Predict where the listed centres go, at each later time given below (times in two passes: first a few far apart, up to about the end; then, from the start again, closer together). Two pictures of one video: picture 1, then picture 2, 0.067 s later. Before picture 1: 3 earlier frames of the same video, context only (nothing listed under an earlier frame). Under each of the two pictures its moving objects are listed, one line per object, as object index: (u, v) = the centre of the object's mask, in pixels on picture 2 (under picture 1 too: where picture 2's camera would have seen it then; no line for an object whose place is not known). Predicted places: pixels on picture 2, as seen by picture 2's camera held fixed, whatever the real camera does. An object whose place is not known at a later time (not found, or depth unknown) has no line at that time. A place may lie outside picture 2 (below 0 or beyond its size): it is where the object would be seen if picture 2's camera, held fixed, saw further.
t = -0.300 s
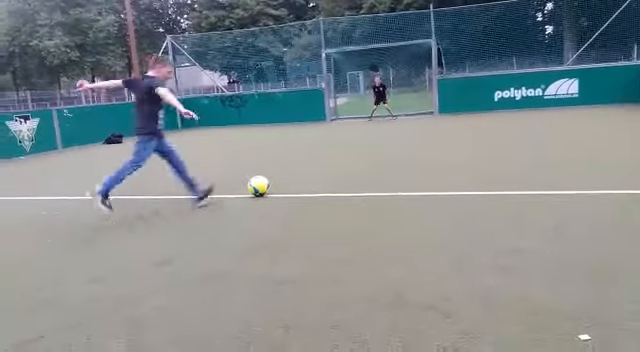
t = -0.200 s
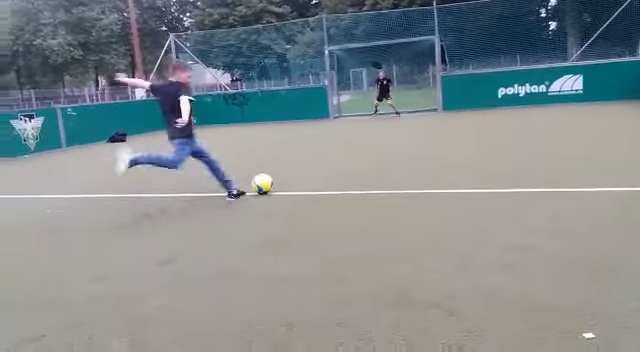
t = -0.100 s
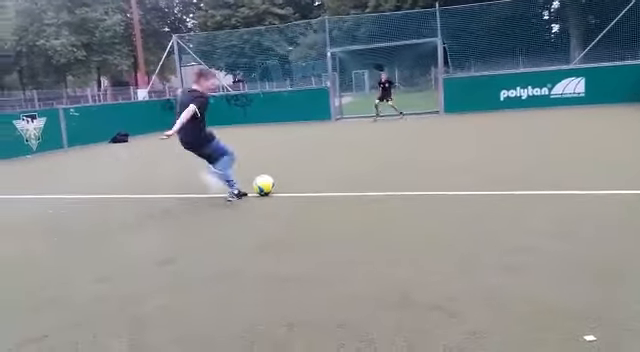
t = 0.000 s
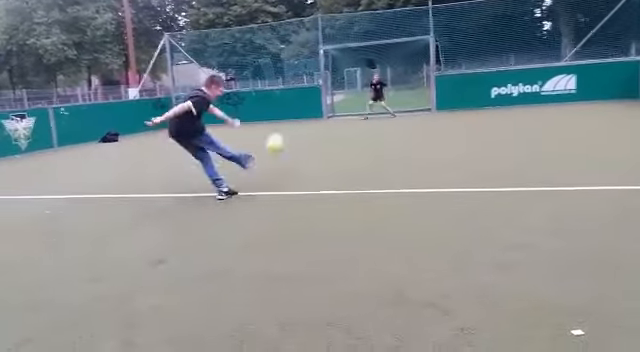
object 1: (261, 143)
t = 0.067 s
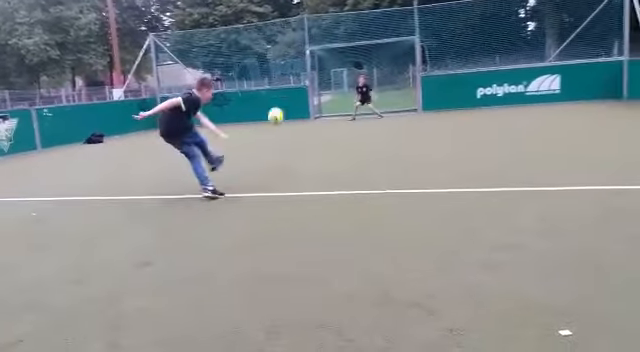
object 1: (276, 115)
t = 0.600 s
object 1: (284, 68)
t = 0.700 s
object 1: (268, 42)
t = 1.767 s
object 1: (50, -39)
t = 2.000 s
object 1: (1, 12)
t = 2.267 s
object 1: (-53, 107)
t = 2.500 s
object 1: (-92, 139)
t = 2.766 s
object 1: (-93, 99)
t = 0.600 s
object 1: (284, 68)
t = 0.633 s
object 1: (279, 60)
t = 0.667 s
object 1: (273, 51)
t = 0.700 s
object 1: (268, 42)
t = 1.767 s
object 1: (50, -39)
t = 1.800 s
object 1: (43, -33)
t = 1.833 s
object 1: (36, -27)
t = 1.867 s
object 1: (29, -20)
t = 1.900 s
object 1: (22, -14)
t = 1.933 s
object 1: (15, -5)
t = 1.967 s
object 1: (8, 2)
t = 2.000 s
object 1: (1, 12)
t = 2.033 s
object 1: (-7, 22)
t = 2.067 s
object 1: (-14, 32)
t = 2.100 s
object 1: (-20, 43)
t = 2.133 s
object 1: (-28, 54)
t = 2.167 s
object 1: (-35, 67)
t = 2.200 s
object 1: (-42, 79)
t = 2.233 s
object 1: (-49, 92)
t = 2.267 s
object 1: (-53, 107)
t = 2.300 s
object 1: (-60, 121)
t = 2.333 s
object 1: (-67, 137)
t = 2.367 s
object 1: (-70, 154)
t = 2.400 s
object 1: (-75, 168)
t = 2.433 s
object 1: (-81, 159)
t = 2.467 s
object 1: (-85, 150)
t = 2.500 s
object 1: (-92, 139)
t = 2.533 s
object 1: (-99, 132)
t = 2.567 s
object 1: (-99, 126)
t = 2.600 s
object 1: (-99, 118)
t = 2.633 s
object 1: (-99, 113)
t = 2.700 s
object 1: (-94, 104)
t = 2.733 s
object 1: (-93, 101)
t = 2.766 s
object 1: (-93, 99)
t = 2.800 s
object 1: (-94, 98)
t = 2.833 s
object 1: (-92, 95)
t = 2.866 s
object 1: (-92, 94)
